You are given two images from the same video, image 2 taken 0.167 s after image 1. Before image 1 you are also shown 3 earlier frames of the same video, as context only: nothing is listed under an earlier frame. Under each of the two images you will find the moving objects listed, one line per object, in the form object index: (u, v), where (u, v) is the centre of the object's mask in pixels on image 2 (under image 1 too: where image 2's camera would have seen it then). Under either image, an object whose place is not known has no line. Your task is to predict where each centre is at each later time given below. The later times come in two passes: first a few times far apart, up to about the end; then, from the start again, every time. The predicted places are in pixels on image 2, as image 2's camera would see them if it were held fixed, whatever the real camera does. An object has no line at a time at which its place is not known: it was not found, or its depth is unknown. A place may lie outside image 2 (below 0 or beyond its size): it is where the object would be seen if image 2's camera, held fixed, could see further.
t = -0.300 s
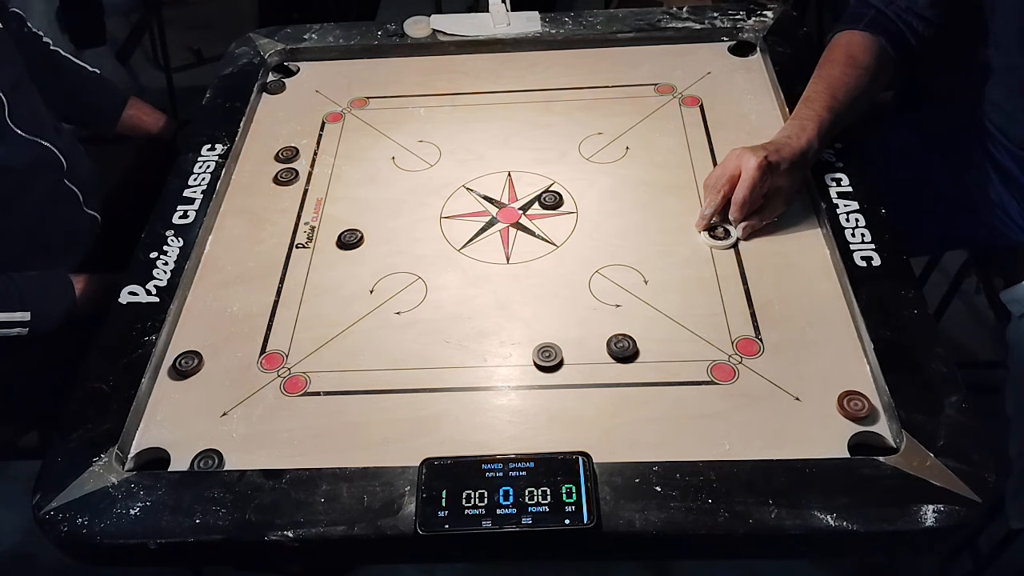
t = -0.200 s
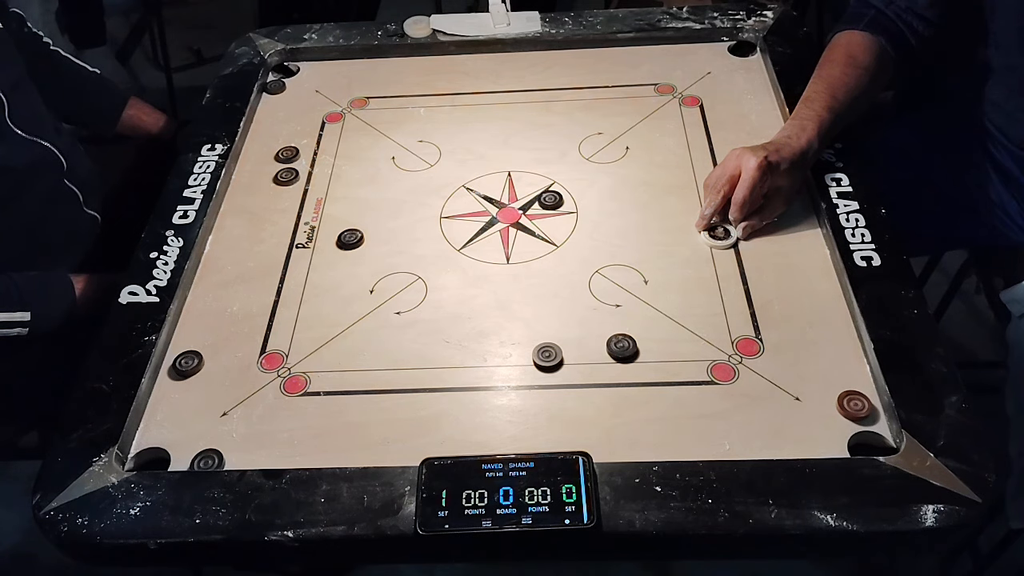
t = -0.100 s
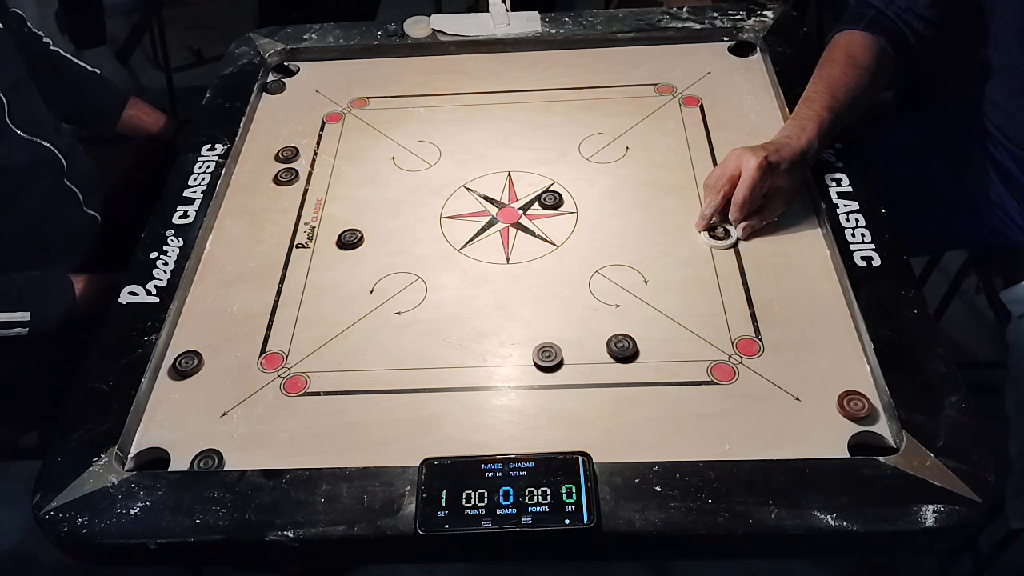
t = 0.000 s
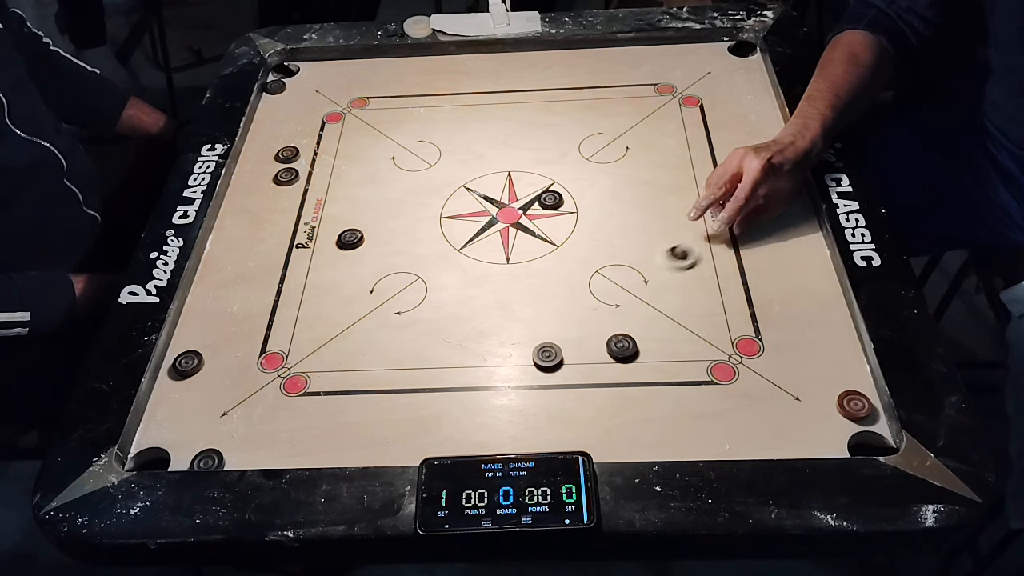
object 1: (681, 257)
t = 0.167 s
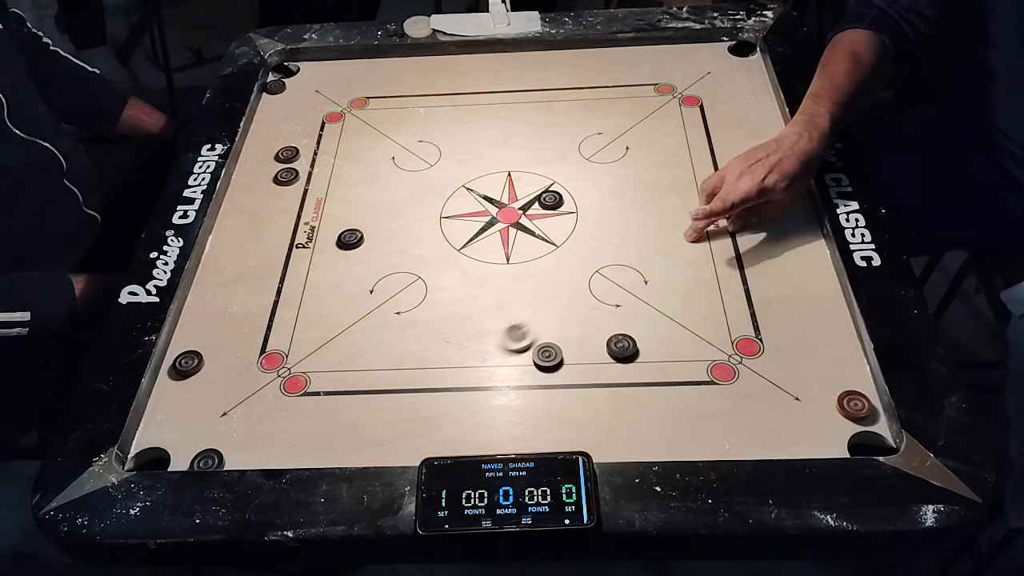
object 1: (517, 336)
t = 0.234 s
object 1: (453, 368)
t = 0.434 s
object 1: (274, 454)
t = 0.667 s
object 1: (214, 411)
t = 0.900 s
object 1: (204, 388)
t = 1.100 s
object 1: (204, 388)
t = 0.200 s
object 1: (485, 353)
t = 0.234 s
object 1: (453, 368)
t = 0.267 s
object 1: (422, 384)
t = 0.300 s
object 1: (391, 399)
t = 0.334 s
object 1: (360, 413)
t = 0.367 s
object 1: (331, 429)
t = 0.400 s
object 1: (302, 443)
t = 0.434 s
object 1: (274, 454)
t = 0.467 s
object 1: (252, 457)
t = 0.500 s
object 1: (240, 451)
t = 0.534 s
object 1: (233, 441)
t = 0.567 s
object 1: (228, 431)
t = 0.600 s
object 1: (222, 424)
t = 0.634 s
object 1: (218, 417)
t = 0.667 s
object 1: (214, 411)
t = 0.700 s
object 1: (211, 405)
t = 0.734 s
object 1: (208, 401)
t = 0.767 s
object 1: (206, 396)
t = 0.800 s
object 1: (204, 393)
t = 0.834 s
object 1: (204, 390)
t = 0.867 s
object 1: (204, 388)
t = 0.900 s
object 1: (204, 388)
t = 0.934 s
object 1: (204, 388)
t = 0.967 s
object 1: (204, 388)
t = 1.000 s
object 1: (204, 388)
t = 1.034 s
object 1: (204, 388)
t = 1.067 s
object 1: (204, 388)
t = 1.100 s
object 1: (204, 388)
